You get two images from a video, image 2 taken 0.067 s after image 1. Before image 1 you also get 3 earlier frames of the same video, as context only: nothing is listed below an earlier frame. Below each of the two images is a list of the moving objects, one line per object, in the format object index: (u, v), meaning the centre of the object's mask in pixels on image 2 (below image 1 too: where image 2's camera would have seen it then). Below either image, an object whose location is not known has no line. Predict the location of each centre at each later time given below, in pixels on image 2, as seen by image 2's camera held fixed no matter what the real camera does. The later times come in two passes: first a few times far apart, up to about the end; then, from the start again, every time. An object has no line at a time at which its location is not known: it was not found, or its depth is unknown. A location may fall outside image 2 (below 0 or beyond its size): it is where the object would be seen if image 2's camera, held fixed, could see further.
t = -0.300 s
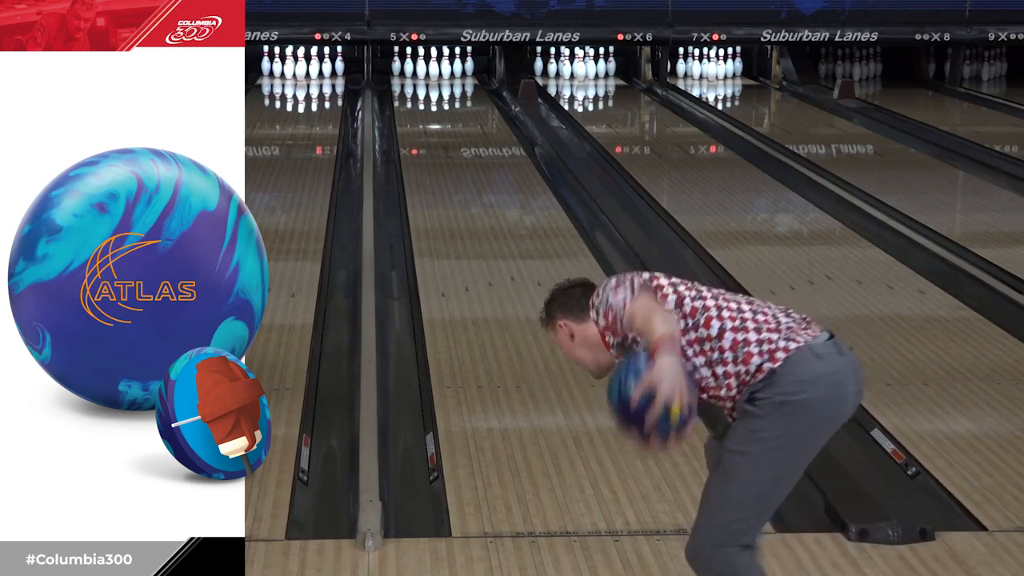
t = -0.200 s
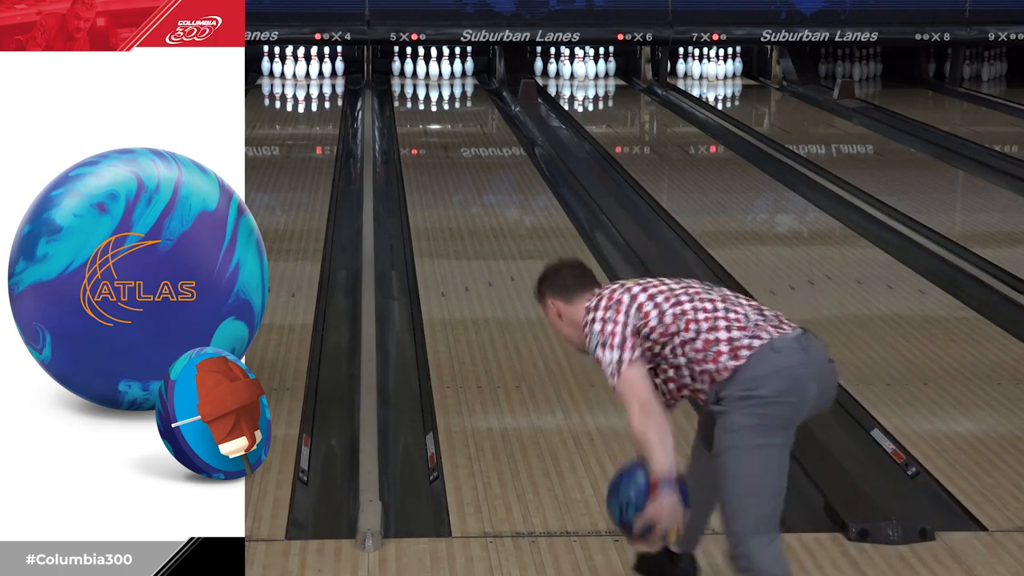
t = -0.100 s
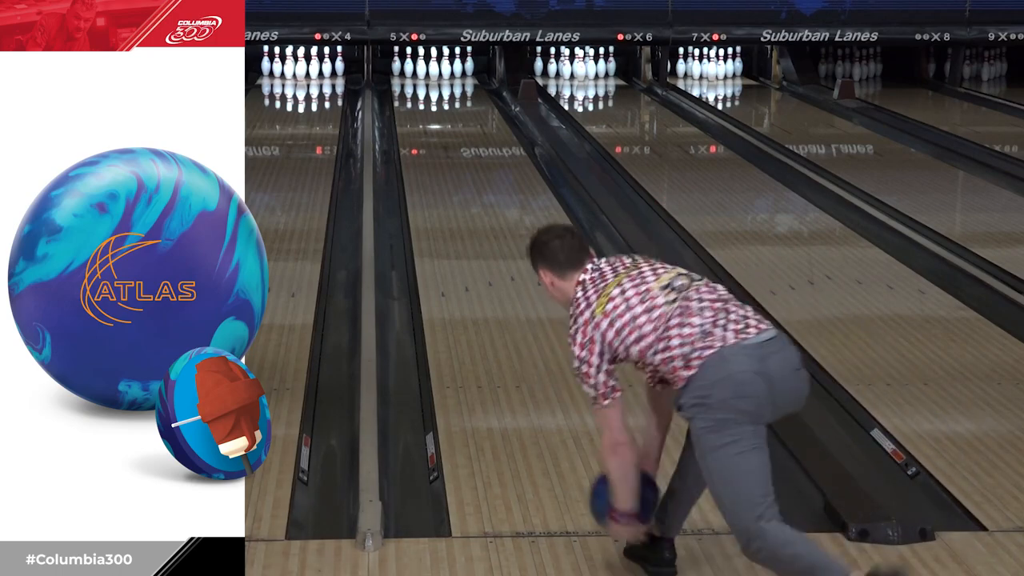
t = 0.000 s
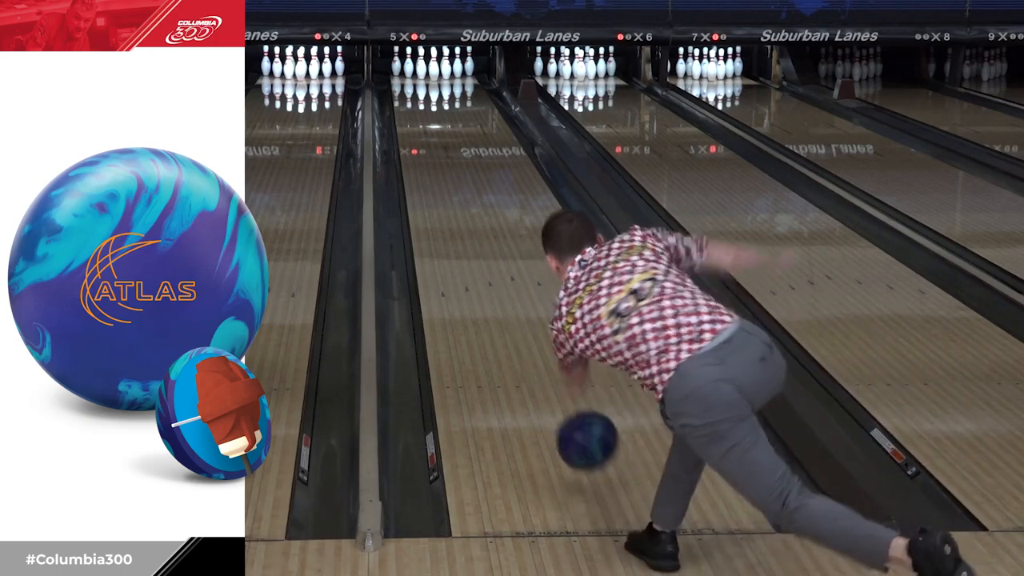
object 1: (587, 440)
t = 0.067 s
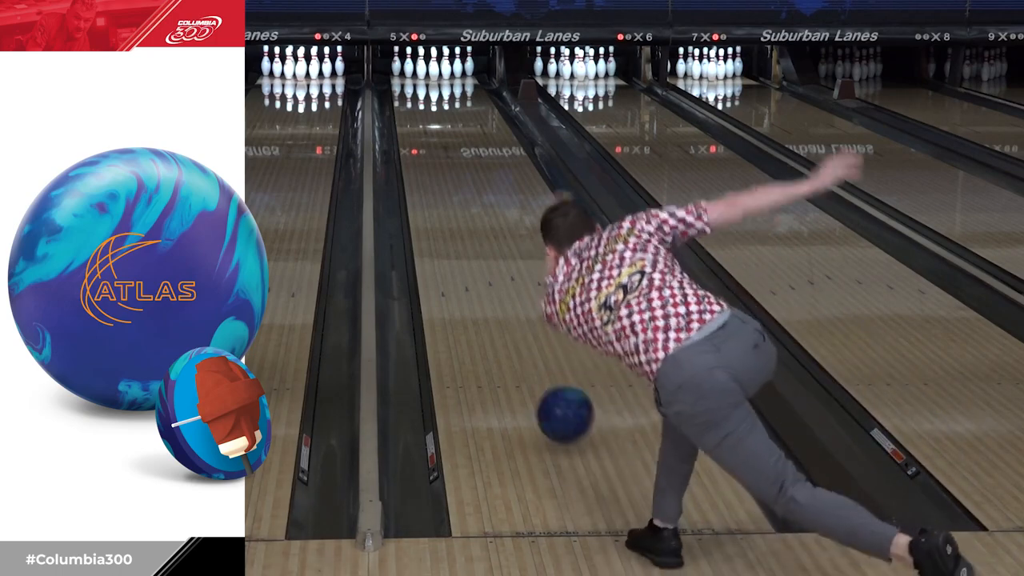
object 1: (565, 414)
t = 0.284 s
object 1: (512, 321)
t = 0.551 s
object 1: (472, 241)
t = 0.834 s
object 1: (445, 184)
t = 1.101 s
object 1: (428, 146)
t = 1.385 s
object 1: (417, 116)
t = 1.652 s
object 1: (414, 96)
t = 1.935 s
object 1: (422, 80)
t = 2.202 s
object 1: (429, 69)
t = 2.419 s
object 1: (429, 66)
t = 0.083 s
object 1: (559, 410)
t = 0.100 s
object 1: (555, 404)
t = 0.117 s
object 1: (550, 395)
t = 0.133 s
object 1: (546, 386)
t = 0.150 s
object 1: (542, 379)
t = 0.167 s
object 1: (538, 371)
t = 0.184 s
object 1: (533, 363)
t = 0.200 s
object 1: (529, 355)
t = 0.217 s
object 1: (525, 348)
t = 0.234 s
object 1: (522, 341)
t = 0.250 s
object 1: (519, 334)
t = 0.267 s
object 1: (515, 328)
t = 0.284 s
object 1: (512, 321)
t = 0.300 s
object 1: (509, 315)
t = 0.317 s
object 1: (506, 309)
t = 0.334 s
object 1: (503, 303)
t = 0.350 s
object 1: (500, 297)
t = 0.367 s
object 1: (498, 292)
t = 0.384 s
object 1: (495, 287)
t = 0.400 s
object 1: (493, 282)
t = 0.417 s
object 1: (490, 277)
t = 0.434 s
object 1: (487, 272)
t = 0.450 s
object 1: (485, 267)
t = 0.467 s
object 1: (483, 262)
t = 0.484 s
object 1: (481, 257)
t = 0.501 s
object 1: (478, 253)
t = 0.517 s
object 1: (476, 249)
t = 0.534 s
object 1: (474, 245)
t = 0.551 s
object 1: (472, 241)
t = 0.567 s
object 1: (470, 237)
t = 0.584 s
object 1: (468, 233)
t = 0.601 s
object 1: (466, 229)
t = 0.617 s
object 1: (463, 225)
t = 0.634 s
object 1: (463, 222)
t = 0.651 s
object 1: (461, 219)
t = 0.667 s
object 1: (459, 215)
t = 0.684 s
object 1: (458, 212)
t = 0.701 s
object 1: (456, 208)
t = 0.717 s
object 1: (455, 205)
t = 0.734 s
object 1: (453, 202)
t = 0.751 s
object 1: (452, 198)
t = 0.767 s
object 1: (450, 195)
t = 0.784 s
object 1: (449, 192)
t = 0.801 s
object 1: (447, 189)
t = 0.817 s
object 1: (446, 187)
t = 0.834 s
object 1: (445, 184)
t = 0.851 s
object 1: (444, 181)
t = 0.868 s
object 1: (443, 179)
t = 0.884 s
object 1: (441, 176)
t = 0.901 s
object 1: (440, 173)
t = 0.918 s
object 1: (439, 171)
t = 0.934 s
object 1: (438, 169)
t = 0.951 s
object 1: (436, 166)
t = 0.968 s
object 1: (436, 164)
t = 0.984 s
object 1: (435, 162)
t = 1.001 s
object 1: (434, 159)
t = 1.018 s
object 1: (432, 157)
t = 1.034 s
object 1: (432, 155)
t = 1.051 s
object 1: (430, 152)
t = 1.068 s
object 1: (430, 150)
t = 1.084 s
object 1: (429, 149)
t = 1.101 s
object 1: (428, 146)
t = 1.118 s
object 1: (427, 144)
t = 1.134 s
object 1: (427, 142)
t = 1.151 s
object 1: (426, 140)
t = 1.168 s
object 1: (425, 138)
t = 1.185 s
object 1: (424, 137)
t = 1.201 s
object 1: (424, 135)
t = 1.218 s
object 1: (423, 133)
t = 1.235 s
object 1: (422, 132)
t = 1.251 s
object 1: (422, 130)
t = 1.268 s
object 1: (421, 128)
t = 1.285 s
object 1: (420, 126)
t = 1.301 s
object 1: (420, 125)
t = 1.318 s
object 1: (419, 124)
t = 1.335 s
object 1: (419, 122)
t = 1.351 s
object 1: (418, 121)
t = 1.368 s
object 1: (418, 118)
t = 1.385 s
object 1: (417, 116)
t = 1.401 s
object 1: (417, 115)
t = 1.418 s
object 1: (416, 114)
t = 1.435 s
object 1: (416, 113)
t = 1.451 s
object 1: (416, 112)
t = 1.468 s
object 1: (416, 111)
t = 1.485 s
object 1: (415, 109)
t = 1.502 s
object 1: (415, 107)
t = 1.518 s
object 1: (415, 106)
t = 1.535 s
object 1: (415, 105)
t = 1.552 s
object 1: (415, 104)
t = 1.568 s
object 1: (415, 102)
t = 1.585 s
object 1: (414, 101)
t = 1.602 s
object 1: (414, 99)
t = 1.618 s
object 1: (414, 98)
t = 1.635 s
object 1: (414, 97)
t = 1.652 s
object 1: (414, 96)
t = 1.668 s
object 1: (414, 95)
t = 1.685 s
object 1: (415, 94)
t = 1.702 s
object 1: (415, 93)
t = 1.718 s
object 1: (415, 92)
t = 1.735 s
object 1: (416, 91)
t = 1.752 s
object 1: (416, 89)
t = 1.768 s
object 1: (416, 89)
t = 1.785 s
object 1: (416, 88)
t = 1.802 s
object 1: (417, 87)
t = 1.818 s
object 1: (418, 86)
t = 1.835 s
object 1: (418, 84)
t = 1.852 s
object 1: (419, 84)
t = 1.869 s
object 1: (420, 83)
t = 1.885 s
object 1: (420, 82)
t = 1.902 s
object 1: (421, 82)
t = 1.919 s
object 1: (421, 81)
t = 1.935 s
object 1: (422, 80)
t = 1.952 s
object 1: (423, 79)
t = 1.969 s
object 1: (424, 78)
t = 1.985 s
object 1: (425, 77)
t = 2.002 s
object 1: (426, 76)
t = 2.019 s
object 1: (426, 76)
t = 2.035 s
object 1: (427, 75)
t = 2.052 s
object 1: (427, 74)
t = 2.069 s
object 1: (428, 73)
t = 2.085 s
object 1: (428, 72)
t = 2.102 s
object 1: (428, 72)
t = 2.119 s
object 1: (428, 72)
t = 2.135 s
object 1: (428, 71)
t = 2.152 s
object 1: (429, 71)
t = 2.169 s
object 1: (429, 70)
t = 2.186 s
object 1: (428, 70)
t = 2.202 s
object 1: (429, 69)
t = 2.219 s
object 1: (428, 69)
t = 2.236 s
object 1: (428, 69)
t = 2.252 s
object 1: (429, 69)
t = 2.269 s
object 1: (428, 68)
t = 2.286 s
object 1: (429, 68)
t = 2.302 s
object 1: (428, 67)
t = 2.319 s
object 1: (428, 67)
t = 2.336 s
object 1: (428, 67)
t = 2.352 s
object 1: (428, 67)
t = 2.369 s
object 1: (428, 67)
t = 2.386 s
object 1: (429, 66)
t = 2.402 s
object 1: (429, 67)
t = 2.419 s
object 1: (429, 66)
